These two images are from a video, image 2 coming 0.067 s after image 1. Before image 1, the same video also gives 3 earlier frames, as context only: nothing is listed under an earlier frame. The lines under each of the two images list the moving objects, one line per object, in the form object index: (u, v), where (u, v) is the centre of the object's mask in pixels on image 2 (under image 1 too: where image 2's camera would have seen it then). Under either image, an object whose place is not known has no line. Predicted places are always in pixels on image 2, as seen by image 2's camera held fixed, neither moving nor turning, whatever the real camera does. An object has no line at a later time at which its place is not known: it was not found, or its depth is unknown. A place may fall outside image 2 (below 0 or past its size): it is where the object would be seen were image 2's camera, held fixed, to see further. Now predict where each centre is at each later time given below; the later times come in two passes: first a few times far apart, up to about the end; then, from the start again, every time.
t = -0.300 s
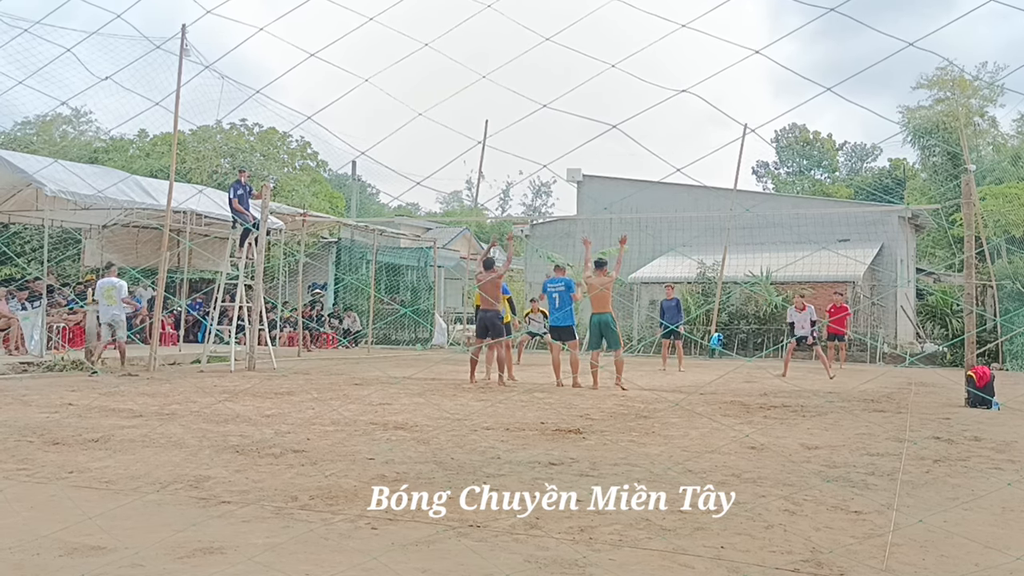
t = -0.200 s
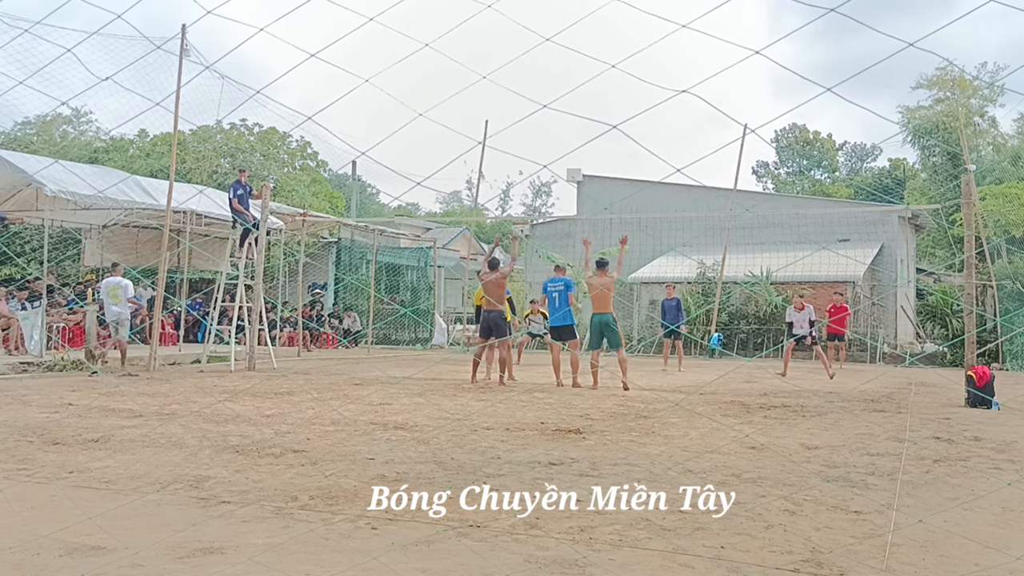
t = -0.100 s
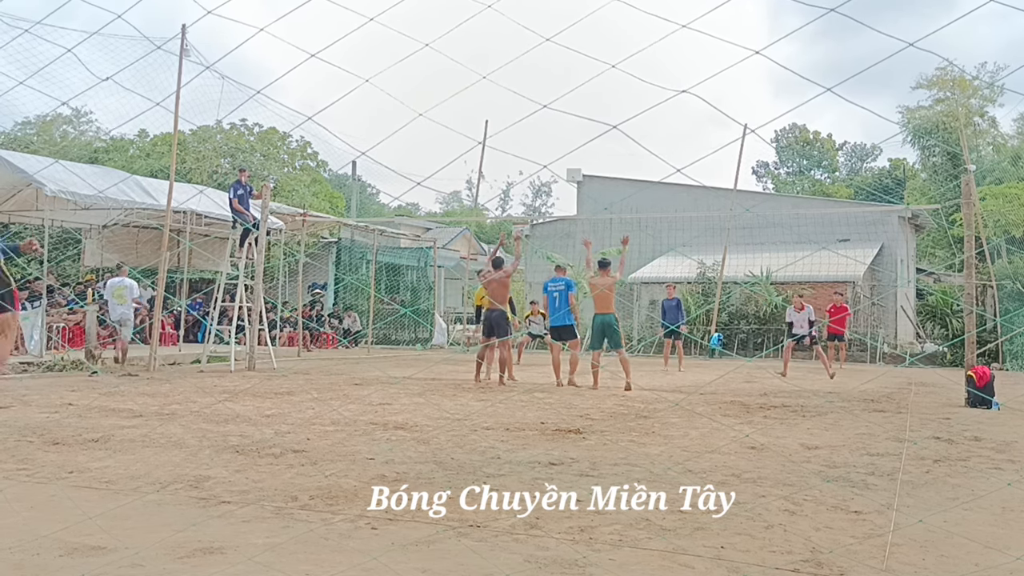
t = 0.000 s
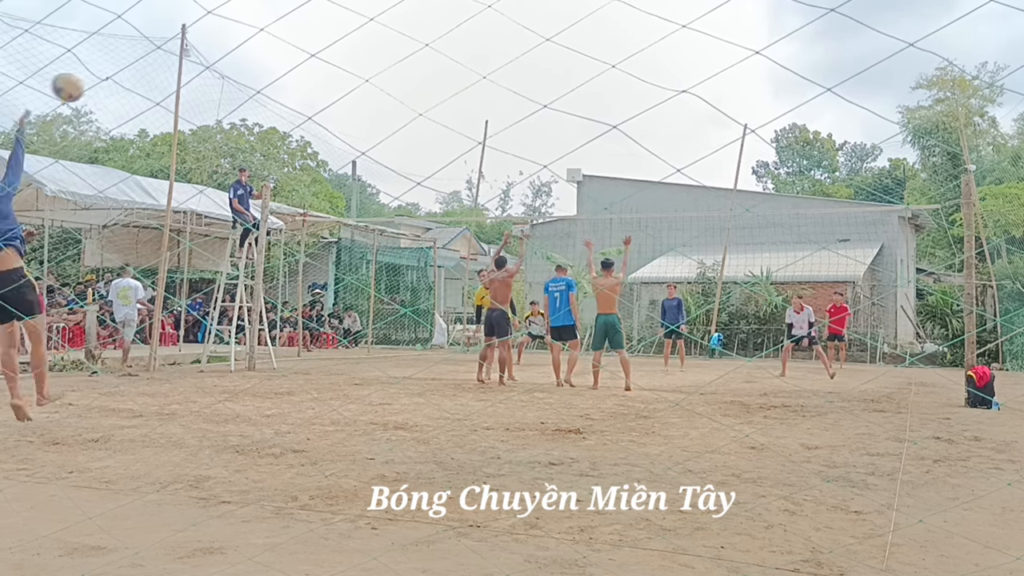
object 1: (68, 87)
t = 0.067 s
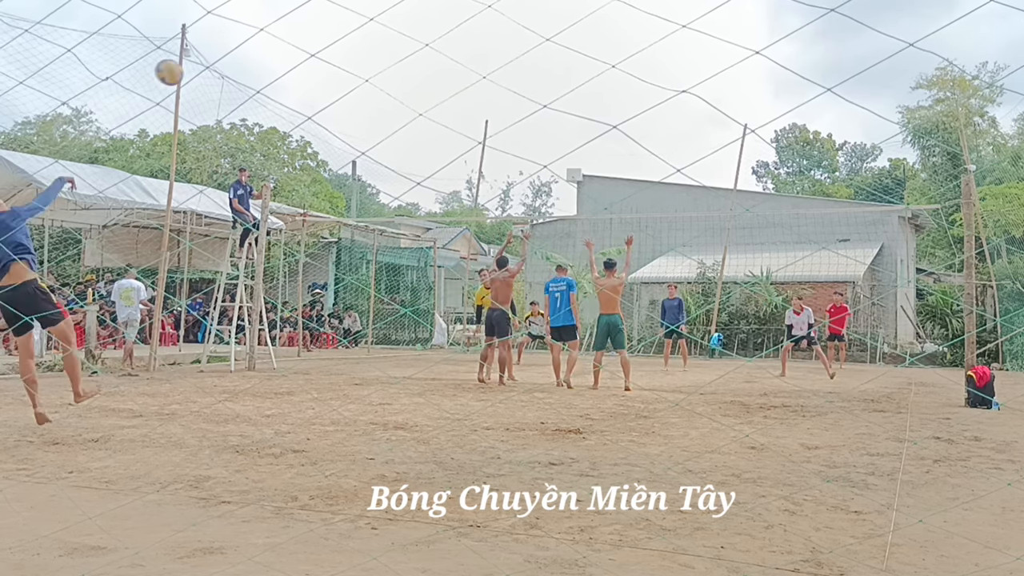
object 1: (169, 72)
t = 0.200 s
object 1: (320, 59)
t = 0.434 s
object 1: (492, 73)
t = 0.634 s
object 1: (590, 105)
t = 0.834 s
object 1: (661, 153)
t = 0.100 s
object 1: (212, 67)
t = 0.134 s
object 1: (252, 63)
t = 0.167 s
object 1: (287, 61)
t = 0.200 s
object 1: (320, 59)
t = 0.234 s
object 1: (350, 59)
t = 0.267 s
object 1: (379, 60)
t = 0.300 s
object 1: (405, 61)
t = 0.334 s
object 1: (429, 63)
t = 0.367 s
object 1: (452, 66)
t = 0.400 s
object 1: (473, 70)
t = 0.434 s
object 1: (492, 73)
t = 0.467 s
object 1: (511, 78)
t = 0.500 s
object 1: (528, 82)
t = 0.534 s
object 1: (545, 88)
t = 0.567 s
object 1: (560, 93)
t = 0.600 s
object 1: (576, 98)
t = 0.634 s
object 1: (590, 105)
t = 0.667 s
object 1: (603, 112)
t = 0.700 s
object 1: (616, 119)
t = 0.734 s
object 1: (628, 127)
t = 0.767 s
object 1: (640, 135)
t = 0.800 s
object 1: (651, 144)
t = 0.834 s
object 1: (661, 153)
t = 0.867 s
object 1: (671, 162)
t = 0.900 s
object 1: (680, 171)
